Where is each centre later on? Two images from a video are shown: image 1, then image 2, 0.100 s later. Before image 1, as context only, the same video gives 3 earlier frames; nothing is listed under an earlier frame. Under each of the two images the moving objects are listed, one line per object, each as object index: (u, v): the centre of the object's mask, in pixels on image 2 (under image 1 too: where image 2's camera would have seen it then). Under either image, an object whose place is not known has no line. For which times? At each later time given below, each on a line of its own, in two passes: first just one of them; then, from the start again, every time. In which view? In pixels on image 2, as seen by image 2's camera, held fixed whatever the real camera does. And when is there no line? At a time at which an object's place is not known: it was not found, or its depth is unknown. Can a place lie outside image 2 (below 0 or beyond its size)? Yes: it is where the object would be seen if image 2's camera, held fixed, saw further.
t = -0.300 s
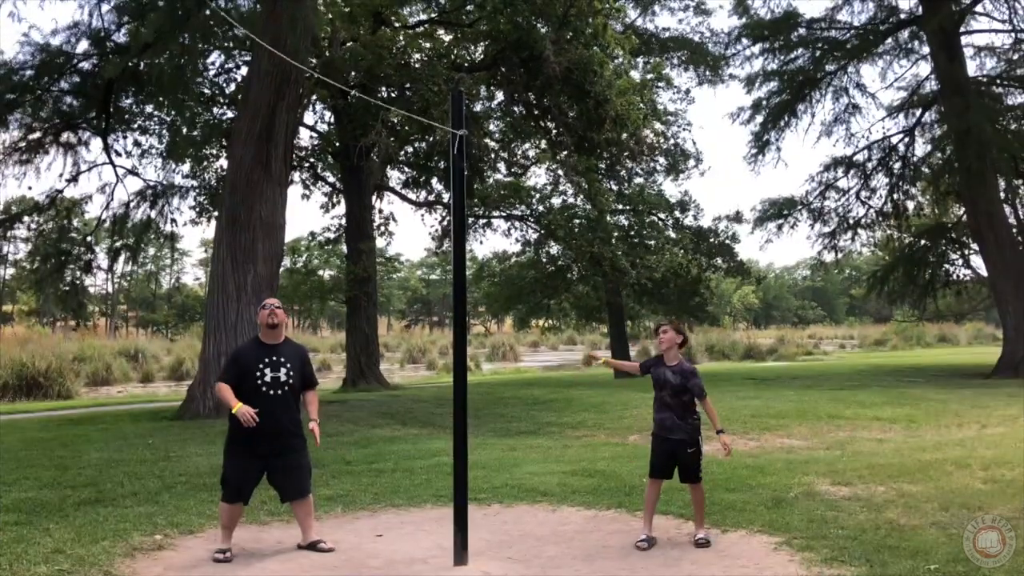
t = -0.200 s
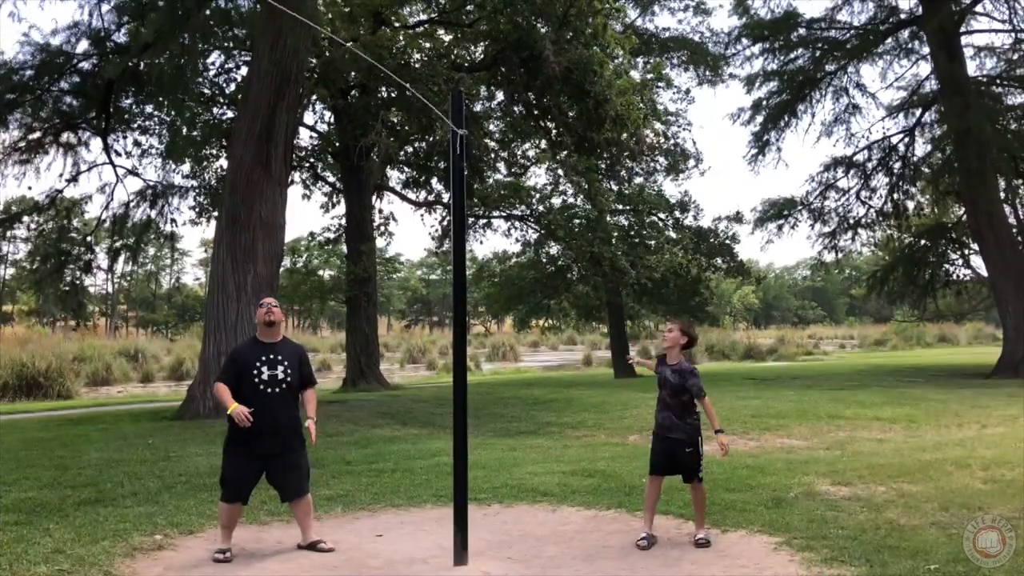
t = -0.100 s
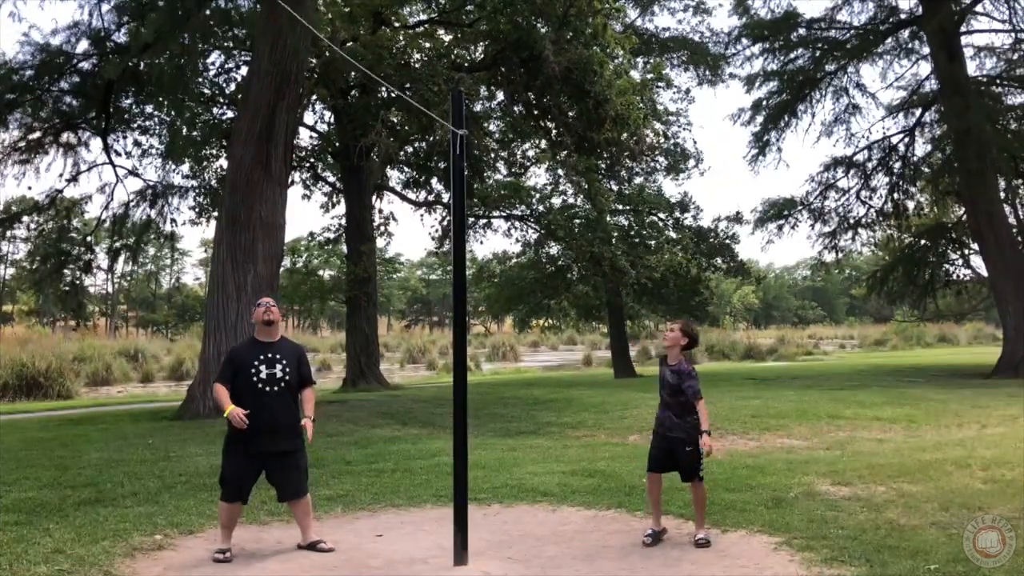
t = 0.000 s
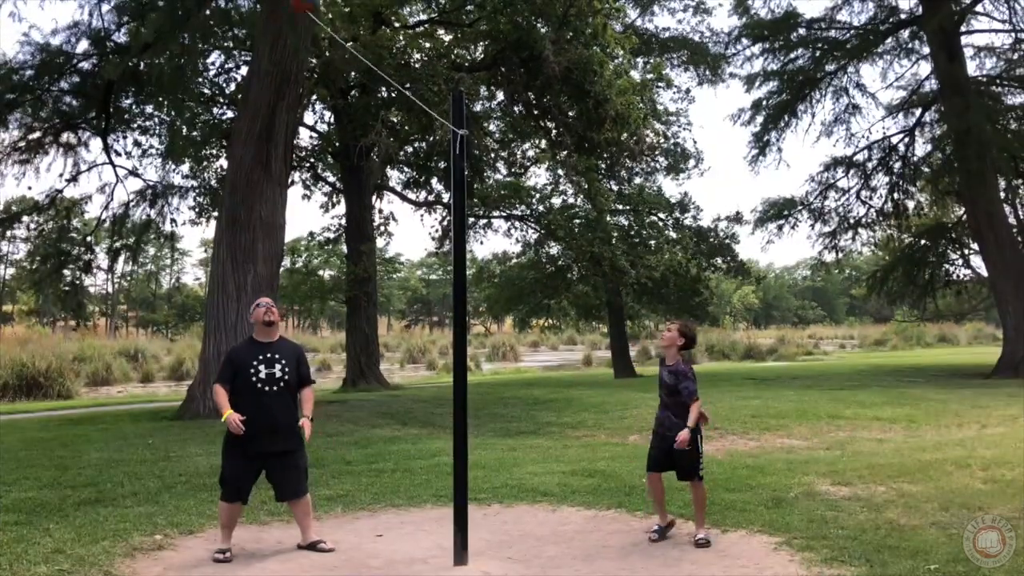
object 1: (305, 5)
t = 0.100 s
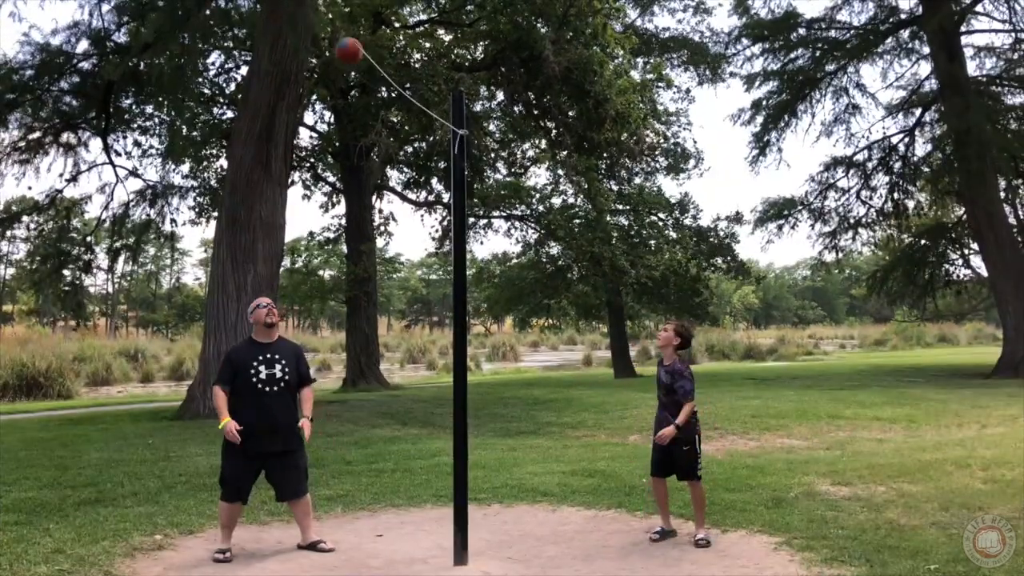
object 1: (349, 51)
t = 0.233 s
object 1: (410, 134)
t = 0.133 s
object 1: (365, 69)
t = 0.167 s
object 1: (380, 90)
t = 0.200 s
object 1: (395, 114)
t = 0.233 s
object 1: (410, 134)
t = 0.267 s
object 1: (425, 156)
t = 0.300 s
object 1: (439, 179)
